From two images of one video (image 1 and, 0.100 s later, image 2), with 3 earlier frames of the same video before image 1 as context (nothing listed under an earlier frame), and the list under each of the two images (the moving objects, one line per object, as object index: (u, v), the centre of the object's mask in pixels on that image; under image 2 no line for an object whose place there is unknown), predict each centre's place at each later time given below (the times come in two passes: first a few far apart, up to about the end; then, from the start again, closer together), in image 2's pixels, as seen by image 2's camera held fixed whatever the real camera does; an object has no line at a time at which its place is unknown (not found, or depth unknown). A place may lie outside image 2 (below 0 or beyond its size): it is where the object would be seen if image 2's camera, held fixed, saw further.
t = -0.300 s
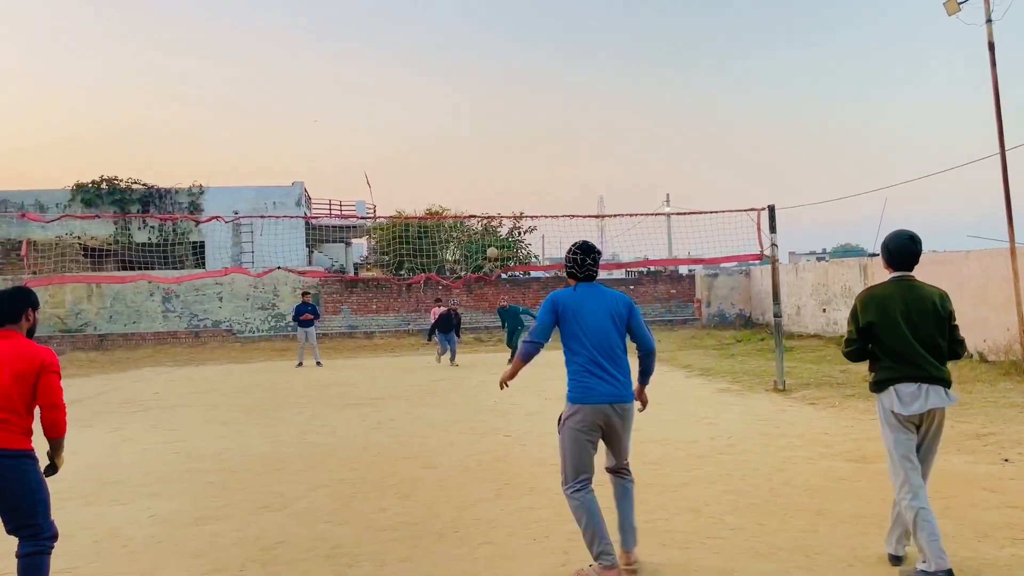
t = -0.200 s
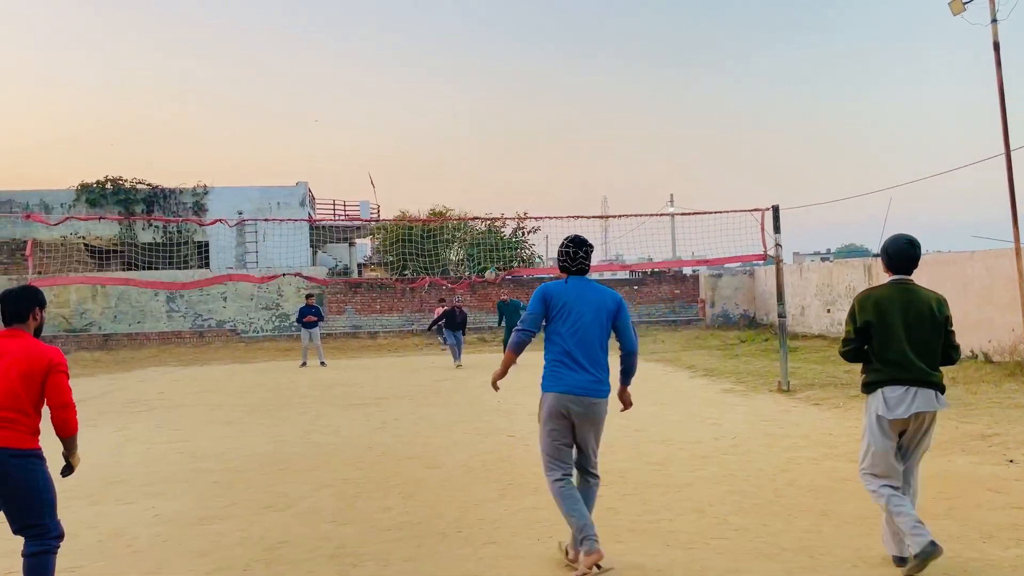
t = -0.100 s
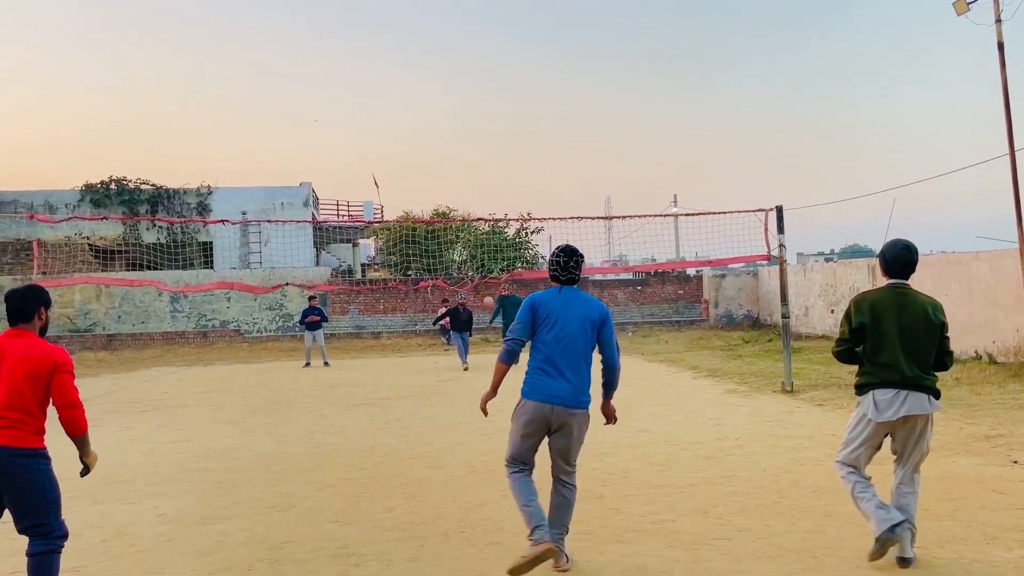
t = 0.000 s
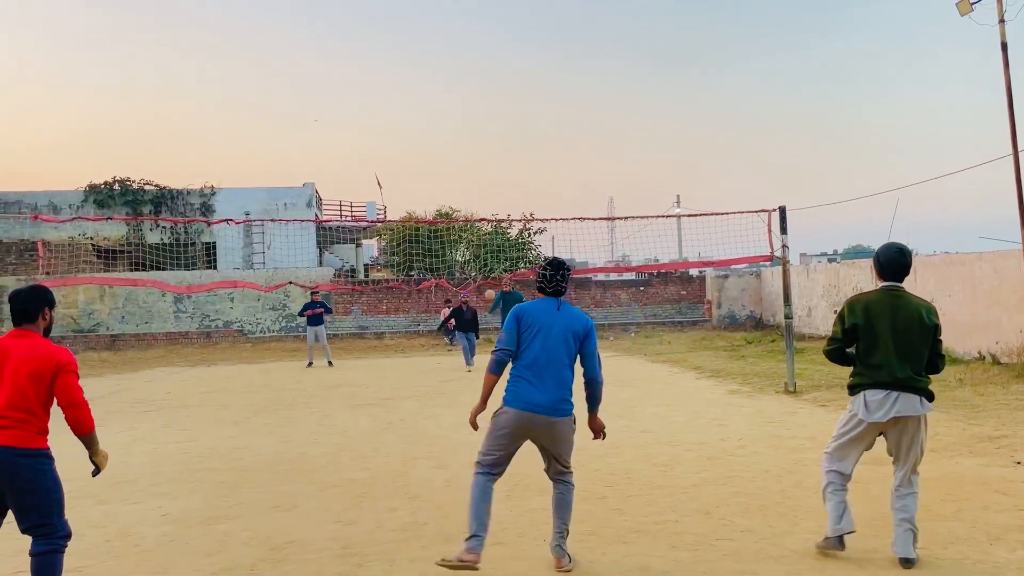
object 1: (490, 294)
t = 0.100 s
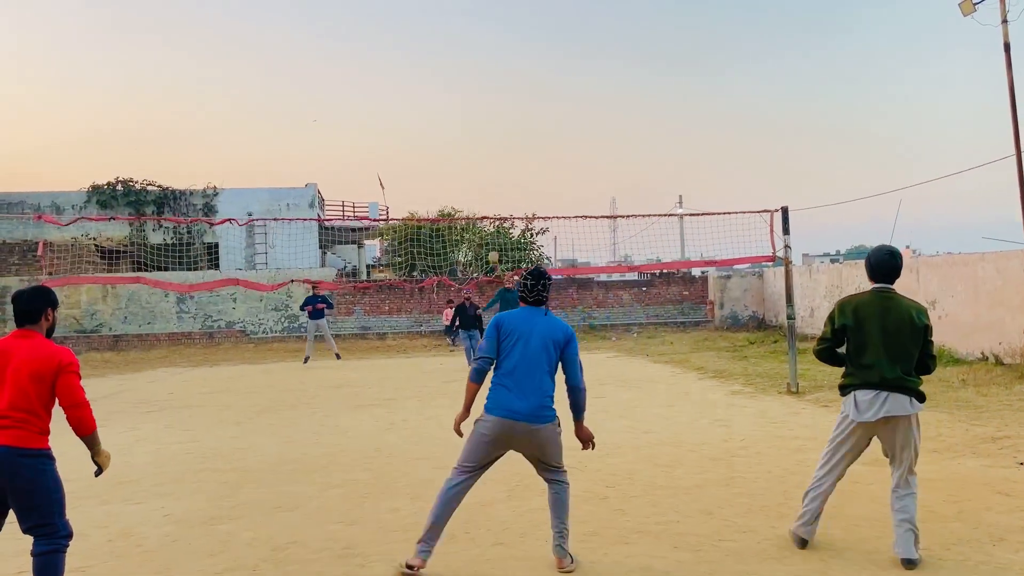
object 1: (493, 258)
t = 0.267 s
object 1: (494, 197)
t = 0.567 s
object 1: (491, 105)
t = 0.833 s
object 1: (484, 52)
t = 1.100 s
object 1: (470, 54)
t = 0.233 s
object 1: (494, 209)
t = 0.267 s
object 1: (494, 197)
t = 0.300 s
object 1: (494, 185)
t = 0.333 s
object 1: (494, 174)
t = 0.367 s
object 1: (494, 163)
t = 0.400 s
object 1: (493, 153)
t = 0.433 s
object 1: (493, 142)
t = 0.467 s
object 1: (492, 132)
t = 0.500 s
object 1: (492, 123)
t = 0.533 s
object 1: (492, 114)
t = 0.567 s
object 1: (491, 105)
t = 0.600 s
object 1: (490, 97)
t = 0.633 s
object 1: (490, 89)
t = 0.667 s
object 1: (489, 81)
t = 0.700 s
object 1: (488, 74)
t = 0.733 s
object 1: (487, 68)
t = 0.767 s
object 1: (486, 62)
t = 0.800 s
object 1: (485, 57)
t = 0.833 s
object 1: (484, 52)
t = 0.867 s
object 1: (482, 49)
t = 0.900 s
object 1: (481, 46)
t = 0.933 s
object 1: (480, 45)
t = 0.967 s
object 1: (479, 44)
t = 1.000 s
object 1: (477, 44)
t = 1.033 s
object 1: (474, 46)
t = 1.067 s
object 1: (472, 49)
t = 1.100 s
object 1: (470, 54)
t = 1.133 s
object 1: (468, 60)
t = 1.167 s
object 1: (465, 68)
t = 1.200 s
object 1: (462, 79)
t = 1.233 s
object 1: (458, 91)
